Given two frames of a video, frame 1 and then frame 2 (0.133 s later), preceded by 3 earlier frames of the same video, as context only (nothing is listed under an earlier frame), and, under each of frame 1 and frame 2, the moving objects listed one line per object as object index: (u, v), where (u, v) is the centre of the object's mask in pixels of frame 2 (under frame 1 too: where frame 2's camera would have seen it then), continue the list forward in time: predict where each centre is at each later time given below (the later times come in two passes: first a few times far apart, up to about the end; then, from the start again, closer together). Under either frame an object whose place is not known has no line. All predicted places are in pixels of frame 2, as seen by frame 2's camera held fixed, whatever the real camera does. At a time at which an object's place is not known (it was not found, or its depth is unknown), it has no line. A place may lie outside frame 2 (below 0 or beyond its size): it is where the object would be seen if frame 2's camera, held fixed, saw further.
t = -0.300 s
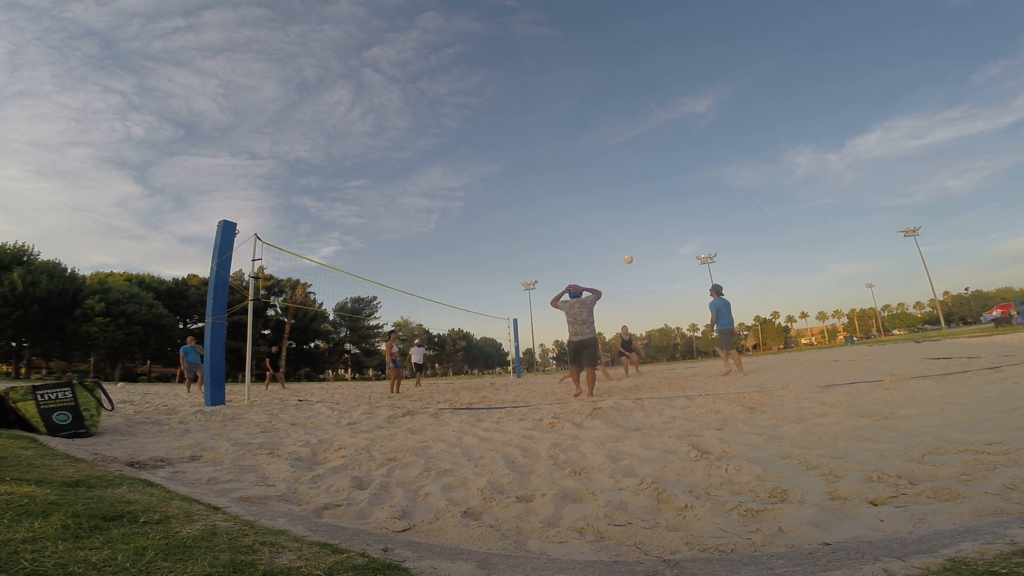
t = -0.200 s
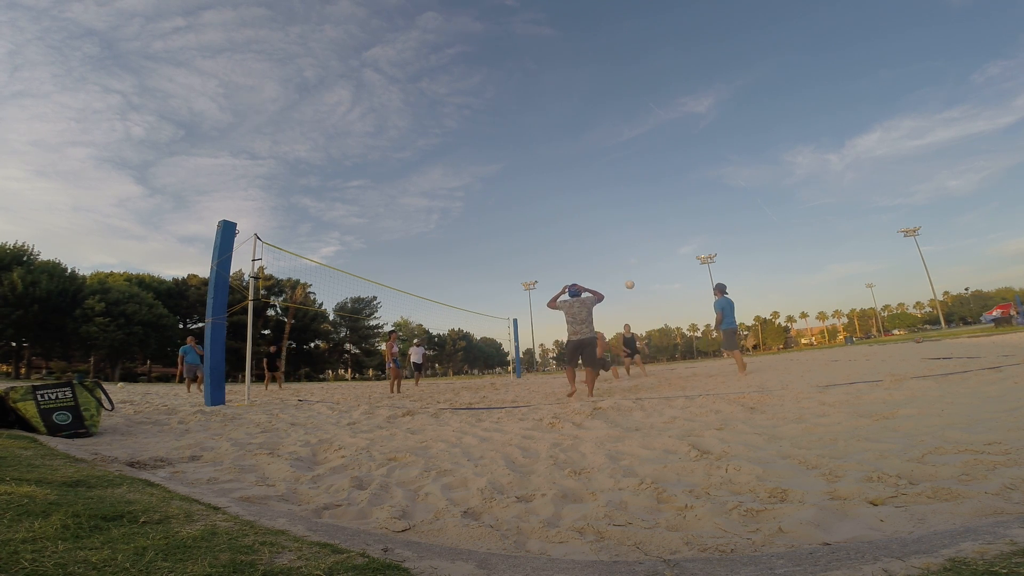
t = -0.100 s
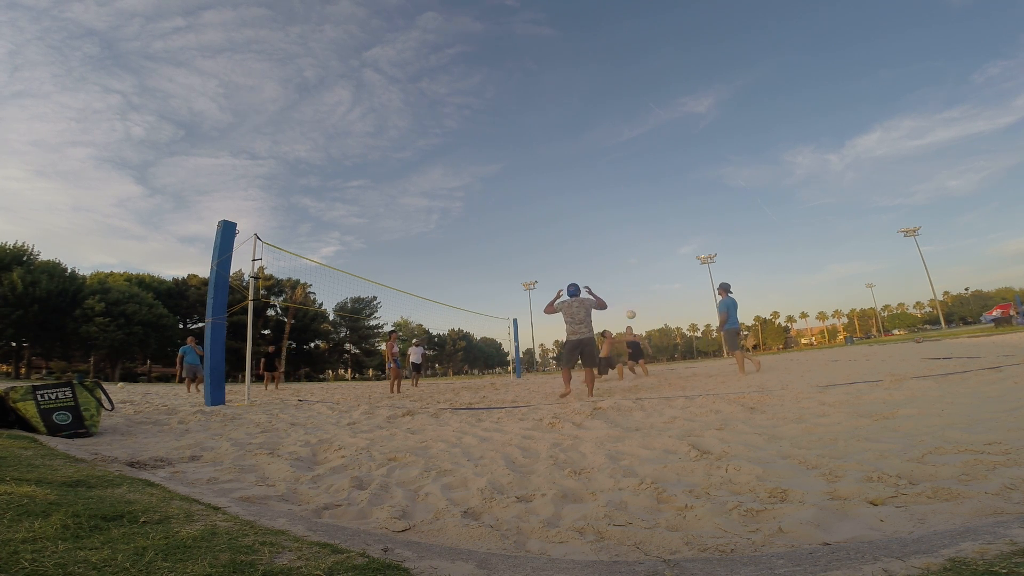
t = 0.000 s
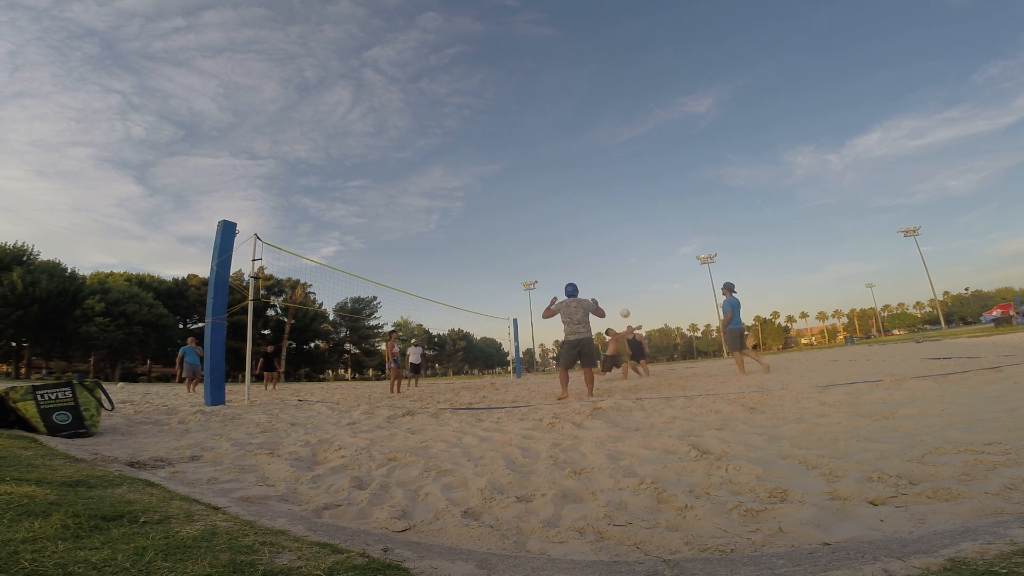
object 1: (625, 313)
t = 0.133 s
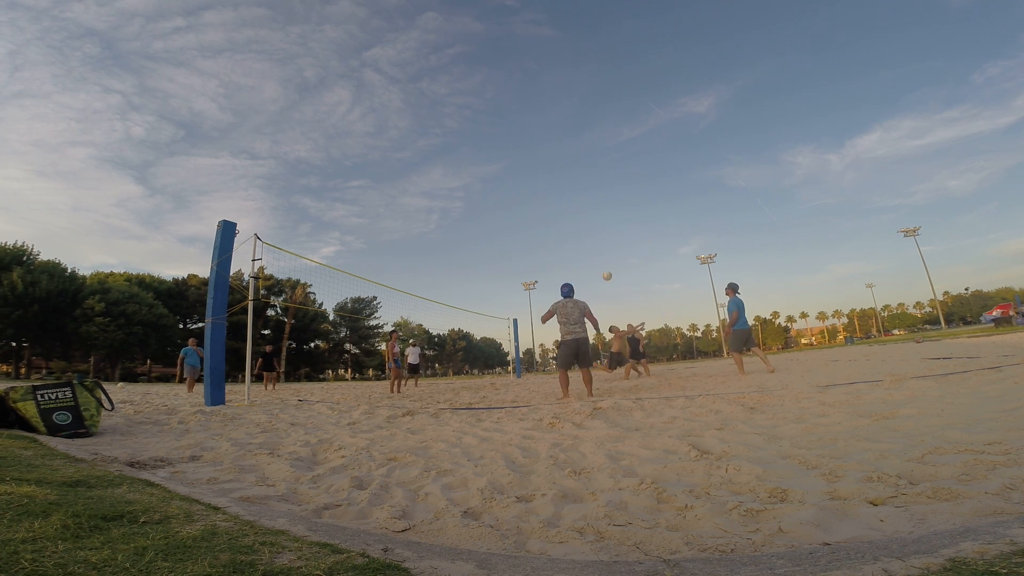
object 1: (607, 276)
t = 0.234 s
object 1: (593, 251)
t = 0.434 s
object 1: (561, 209)
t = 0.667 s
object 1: (520, 177)
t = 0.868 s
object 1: (477, 165)
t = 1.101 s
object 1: (407, 178)
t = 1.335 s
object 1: (290, 248)
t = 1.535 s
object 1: (135, 412)
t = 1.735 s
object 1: (66, 309)
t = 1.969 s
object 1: (11, 235)
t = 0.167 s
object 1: (602, 267)
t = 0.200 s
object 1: (597, 259)
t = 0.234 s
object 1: (593, 251)
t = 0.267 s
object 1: (587, 243)
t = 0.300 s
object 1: (582, 236)
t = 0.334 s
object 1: (577, 229)
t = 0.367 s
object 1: (572, 222)
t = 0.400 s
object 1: (566, 215)
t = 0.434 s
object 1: (561, 209)
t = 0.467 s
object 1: (555, 204)
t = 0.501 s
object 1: (550, 198)
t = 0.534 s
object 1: (544, 193)
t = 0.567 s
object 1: (538, 189)
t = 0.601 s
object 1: (532, 185)
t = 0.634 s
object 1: (526, 181)
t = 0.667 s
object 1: (520, 177)
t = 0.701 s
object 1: (513, 174)
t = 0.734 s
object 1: (507, 172)
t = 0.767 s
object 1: (500, 169)
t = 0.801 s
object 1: (492, 168)
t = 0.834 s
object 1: (485, 166)
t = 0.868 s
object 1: (477, 165)
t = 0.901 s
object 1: (469, 165)
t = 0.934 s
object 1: (460, 165)
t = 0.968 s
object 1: (451, 166)
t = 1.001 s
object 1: (441, 168)
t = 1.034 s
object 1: (430, 170)
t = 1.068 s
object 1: (419, 173)
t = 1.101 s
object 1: (407, 178)
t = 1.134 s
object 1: (394, 183)
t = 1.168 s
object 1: (380, 189)
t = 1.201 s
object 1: (365, 197)
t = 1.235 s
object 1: (348, 207)
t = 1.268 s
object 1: (330, 218)
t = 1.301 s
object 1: (311, 232)
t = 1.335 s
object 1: (290, 248)
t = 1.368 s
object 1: (267, 268)
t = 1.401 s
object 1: (242, 291)
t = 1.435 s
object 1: (217, 317)
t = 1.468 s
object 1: (189, 346)
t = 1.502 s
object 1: (161, 377)
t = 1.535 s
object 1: (135, 412)
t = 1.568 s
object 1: (119, 403)
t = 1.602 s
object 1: (109, 380)
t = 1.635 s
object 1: (94, 363)
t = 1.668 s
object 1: (84, 344)
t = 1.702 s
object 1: (74, 326)
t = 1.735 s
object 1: (66, 309)
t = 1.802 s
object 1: (48, 280)
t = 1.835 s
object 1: (39, 267)
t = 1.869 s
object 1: (31, 257)
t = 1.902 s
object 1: (22, 249)
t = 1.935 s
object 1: (16, 241)
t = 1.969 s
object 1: (11, 235)
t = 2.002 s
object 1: (6, 230)
